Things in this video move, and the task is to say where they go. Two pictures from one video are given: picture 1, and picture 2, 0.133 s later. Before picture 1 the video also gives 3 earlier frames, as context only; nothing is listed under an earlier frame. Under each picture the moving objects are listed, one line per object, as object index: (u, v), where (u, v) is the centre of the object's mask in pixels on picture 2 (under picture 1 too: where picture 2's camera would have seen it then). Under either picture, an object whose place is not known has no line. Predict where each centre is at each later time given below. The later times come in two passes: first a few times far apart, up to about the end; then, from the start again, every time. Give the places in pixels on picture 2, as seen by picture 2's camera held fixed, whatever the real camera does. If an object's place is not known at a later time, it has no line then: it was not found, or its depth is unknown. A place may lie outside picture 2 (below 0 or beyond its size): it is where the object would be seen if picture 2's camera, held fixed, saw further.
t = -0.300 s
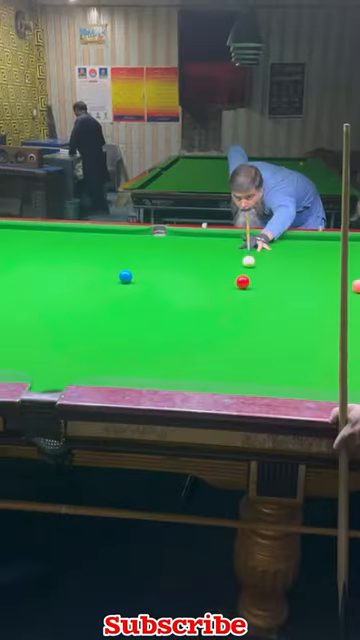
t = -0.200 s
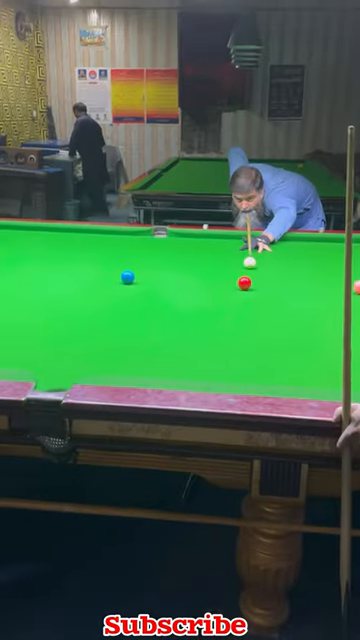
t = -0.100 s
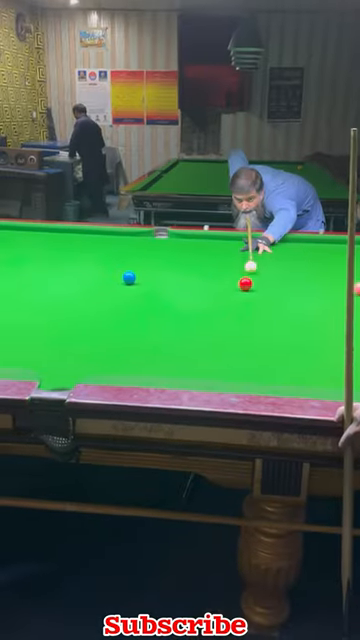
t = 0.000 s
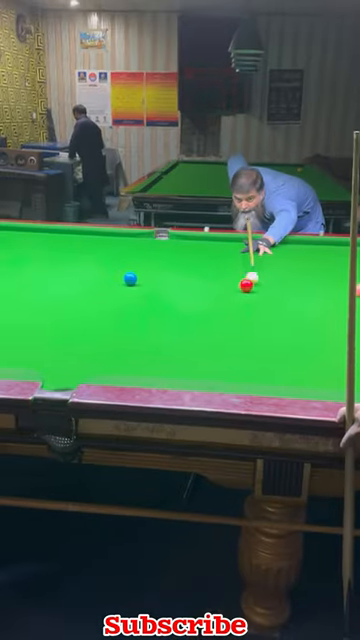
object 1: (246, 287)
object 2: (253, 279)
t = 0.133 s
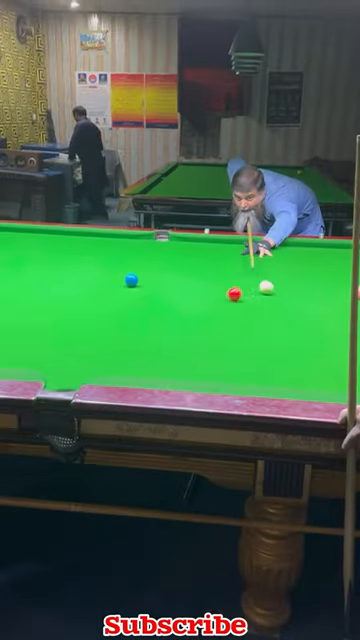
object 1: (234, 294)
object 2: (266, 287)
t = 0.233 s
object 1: (223, 300)
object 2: (278, 292)
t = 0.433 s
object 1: (201, 313)
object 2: (303, 303)
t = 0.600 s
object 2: (326, 313)
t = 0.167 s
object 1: (230, 296)
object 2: (270, 289)
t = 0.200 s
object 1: (227, 298)
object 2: (274, 290)
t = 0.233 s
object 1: (223, 300)
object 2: (278, 292)
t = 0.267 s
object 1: (220, 302)
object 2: (282, 294)
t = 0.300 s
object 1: (216, 304)
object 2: (286, 296)
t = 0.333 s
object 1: (212, 306)
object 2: (290, 297)
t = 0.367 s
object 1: (209, 308)
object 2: (294, 299)
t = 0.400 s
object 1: (205, 311)
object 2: (299, 301)
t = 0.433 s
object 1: (201, 313)
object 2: (303, 303)
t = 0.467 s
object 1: (197, 315)
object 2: (307, 305)
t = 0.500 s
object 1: (193, 317)
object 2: (312, 307)
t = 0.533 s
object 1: (189, 320)
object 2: (317, 309)
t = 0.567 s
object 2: (321, 311)
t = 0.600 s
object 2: (326, 313)
